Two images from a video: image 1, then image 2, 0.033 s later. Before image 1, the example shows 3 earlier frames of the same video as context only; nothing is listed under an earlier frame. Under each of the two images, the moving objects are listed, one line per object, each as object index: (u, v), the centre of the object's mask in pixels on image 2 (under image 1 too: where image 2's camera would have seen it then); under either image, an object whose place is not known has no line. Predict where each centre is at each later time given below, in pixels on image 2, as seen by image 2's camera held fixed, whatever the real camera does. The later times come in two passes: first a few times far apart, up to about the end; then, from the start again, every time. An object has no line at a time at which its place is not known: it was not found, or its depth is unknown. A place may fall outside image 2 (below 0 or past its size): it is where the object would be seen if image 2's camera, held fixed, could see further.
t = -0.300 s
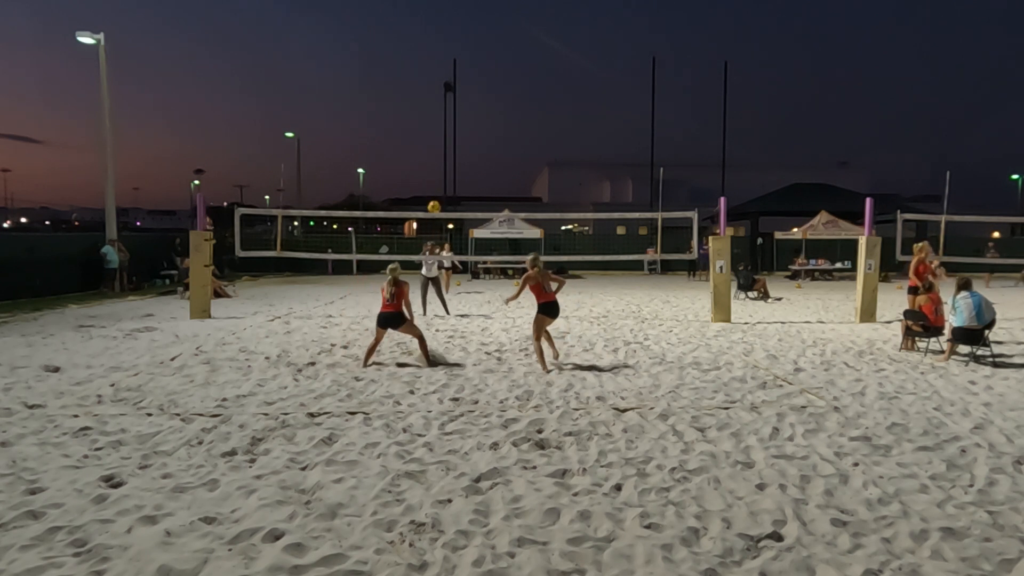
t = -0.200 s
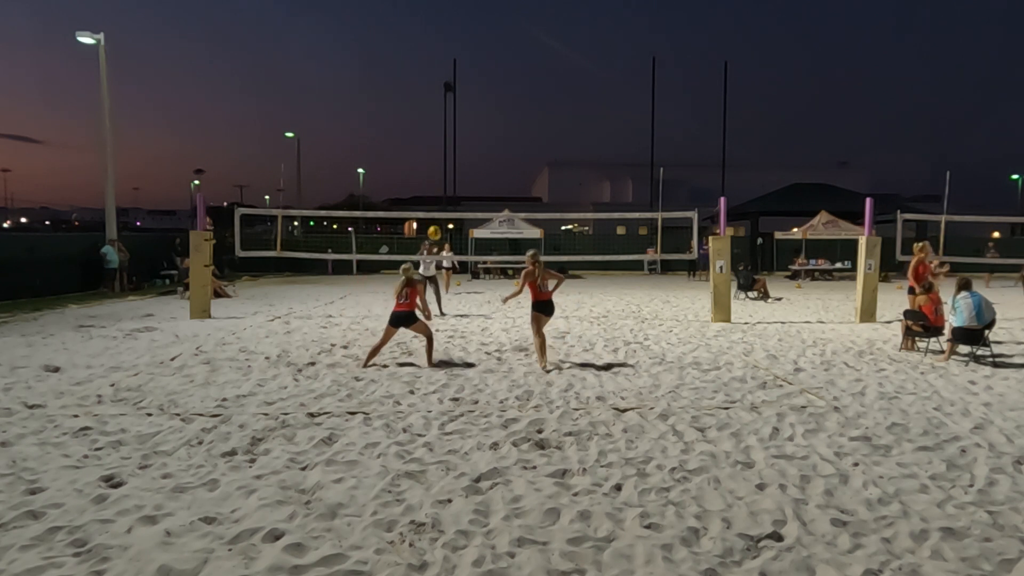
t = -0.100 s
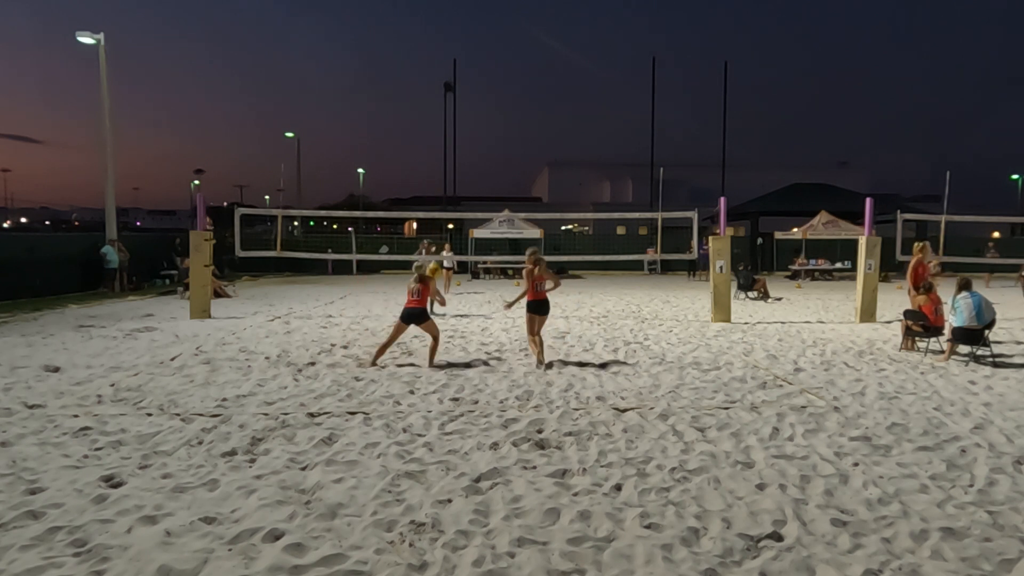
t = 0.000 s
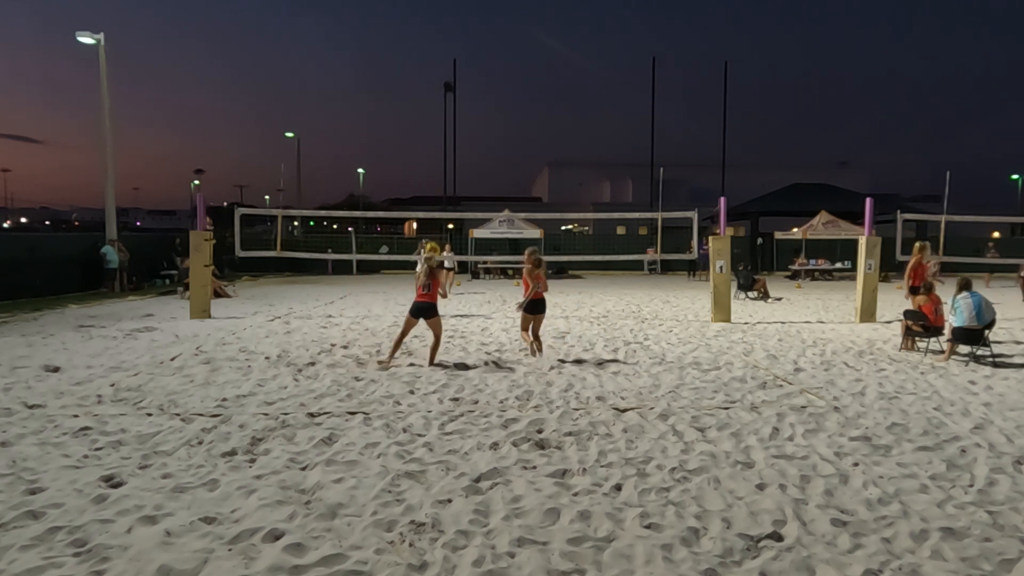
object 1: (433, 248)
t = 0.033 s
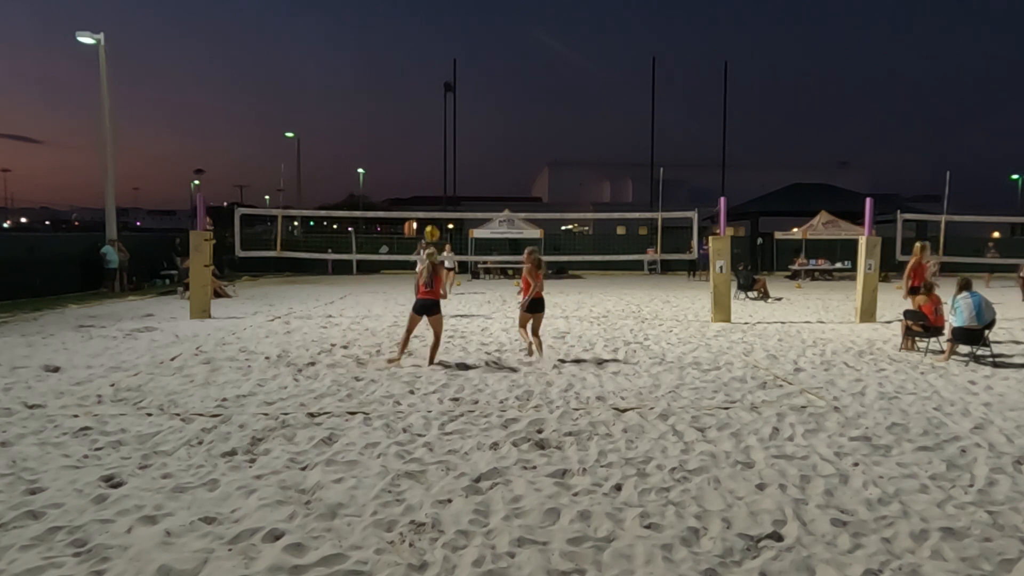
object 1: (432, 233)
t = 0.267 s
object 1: (428, 142)
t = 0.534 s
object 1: (427, 89)
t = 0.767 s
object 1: (428, 82)
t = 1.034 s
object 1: (431, 112)
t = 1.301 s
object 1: (438, 179)
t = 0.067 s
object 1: (431, 218)
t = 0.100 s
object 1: (430, 203)
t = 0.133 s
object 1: (430, 189)
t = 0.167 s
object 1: (429, 177)
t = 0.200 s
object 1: (429, 164)
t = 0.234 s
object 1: (429, 153)
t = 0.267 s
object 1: (428, 142)
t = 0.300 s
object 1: (428, 133)
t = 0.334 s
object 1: (428, 124)
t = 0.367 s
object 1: (427, 116)
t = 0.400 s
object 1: (427, 110)
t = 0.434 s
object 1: (427, 103)
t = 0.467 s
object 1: (427, 98)
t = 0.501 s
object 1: (427, 93)
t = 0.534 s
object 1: (427, 89)
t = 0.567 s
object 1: (427, 86)
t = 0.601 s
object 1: (427, 83)
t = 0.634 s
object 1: (427, 82)
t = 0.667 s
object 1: (427, 81)
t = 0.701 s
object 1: (427, 81)
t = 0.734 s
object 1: (427, 81)
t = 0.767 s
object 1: (428, 82)
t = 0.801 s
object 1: (428, 83)
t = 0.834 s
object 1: (428, 86)
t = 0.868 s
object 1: (428, 89)
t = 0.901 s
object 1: (429, 92)
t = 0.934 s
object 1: (429, 96)
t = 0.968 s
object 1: (430, 101)
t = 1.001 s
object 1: (431, 106)
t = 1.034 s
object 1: (431, 112)
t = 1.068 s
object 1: (432, 119)
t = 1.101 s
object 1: (432, 126)
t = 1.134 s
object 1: (433, 133)
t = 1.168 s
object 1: (434, 142)
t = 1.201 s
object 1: (435, 150)
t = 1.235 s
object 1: (436, 159)
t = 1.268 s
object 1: (437, 169)
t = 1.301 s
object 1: (438, 179)
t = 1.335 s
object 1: (439, 189)
